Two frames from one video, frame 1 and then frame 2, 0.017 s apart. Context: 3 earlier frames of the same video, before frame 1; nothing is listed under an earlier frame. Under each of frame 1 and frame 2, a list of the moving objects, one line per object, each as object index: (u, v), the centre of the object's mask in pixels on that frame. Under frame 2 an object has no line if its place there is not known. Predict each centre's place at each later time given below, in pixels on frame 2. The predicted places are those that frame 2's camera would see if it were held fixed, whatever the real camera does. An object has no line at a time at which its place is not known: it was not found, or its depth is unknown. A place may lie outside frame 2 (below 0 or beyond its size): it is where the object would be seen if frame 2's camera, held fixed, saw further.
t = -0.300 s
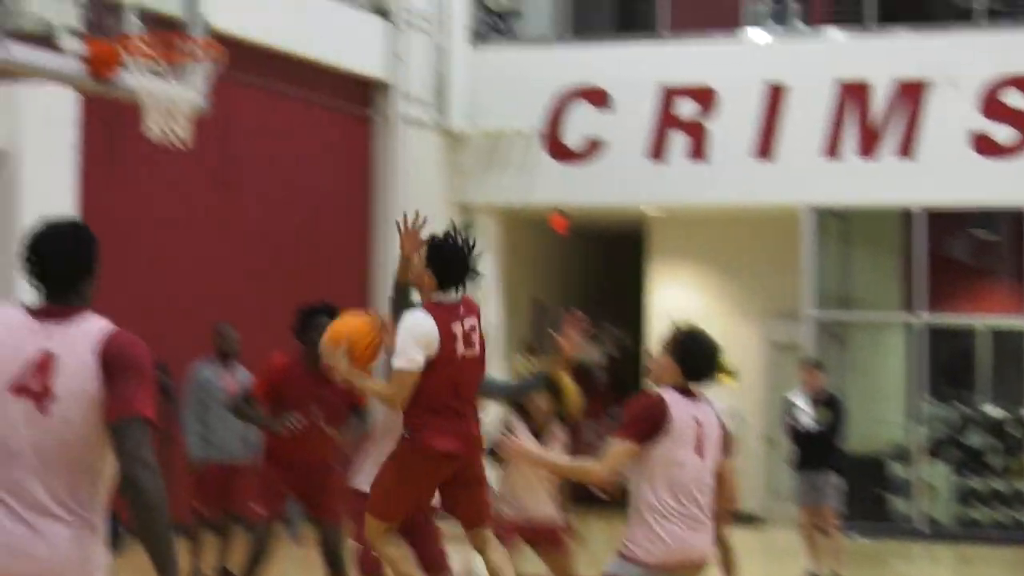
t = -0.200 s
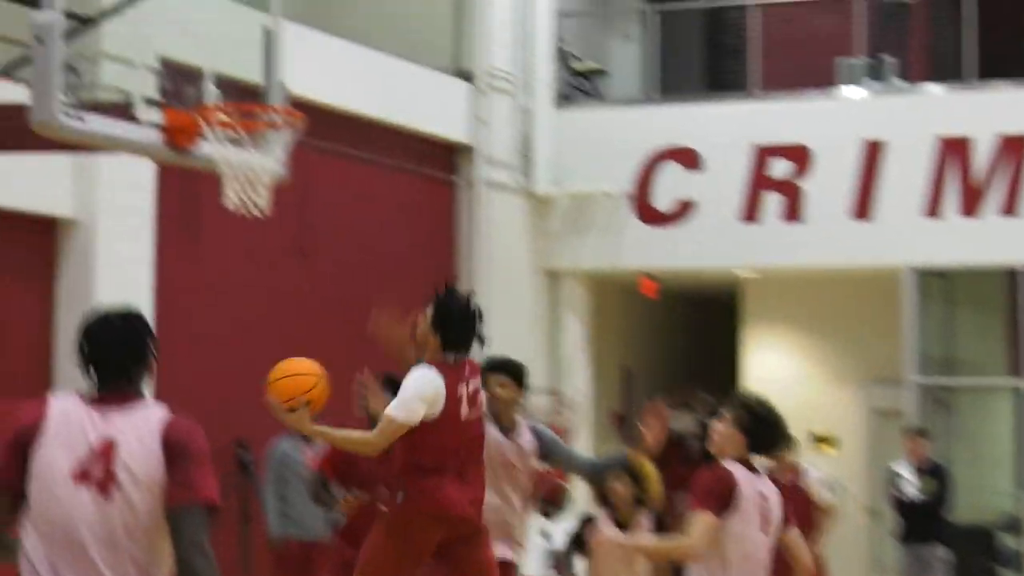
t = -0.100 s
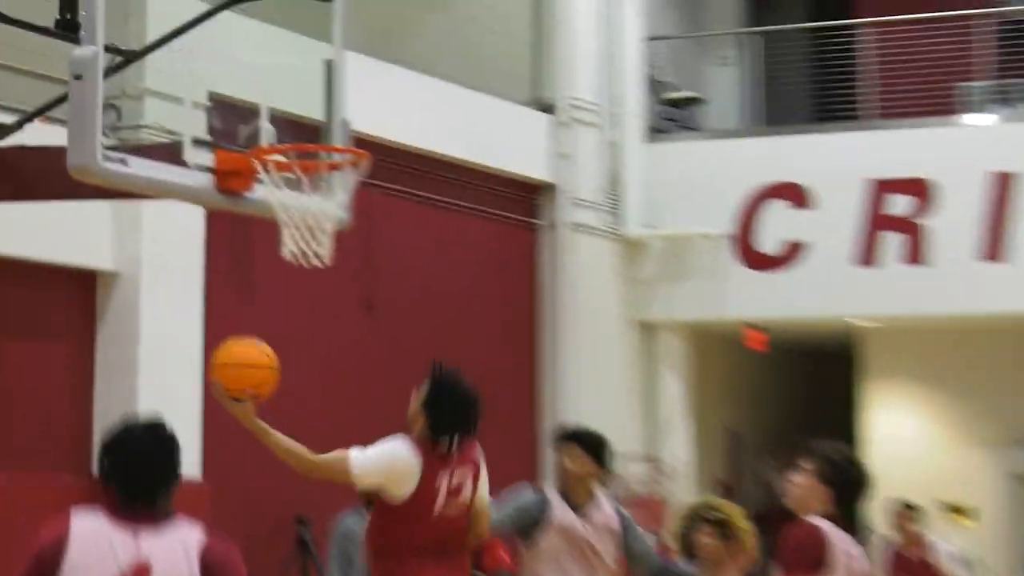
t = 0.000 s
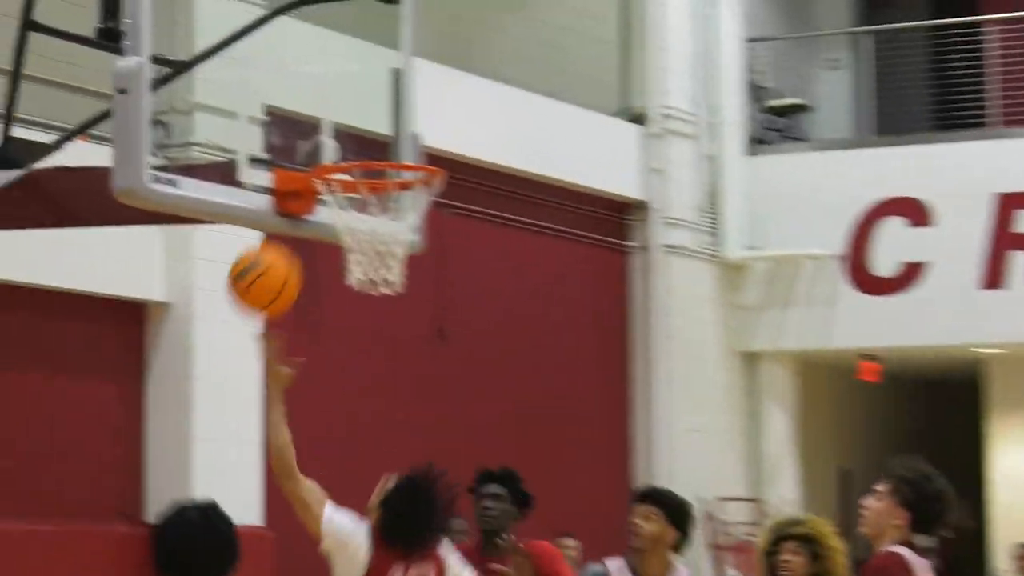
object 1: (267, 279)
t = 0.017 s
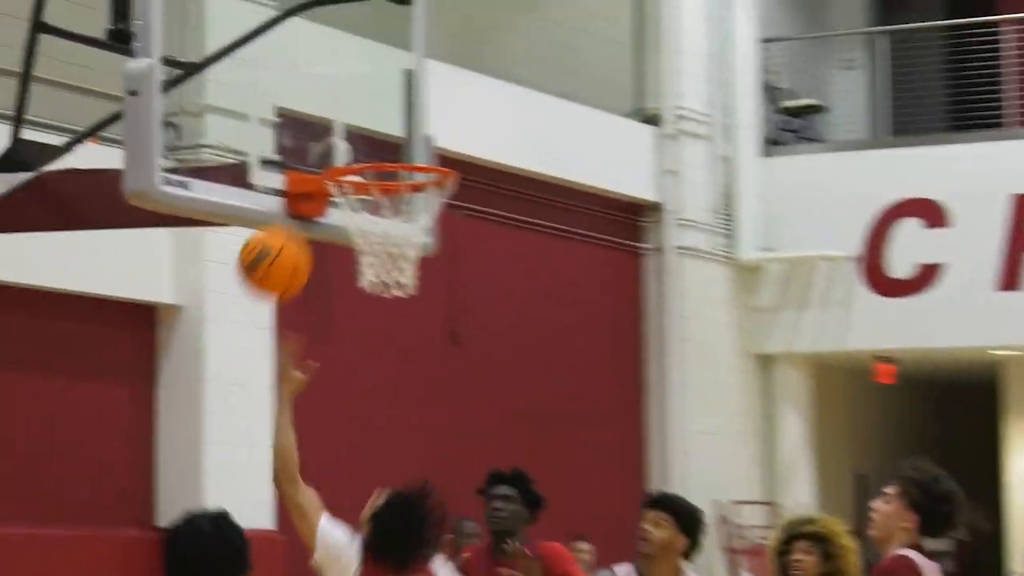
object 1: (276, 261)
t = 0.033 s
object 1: (274, 242)
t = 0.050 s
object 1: (271, 222)
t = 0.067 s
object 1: (268, 204)
